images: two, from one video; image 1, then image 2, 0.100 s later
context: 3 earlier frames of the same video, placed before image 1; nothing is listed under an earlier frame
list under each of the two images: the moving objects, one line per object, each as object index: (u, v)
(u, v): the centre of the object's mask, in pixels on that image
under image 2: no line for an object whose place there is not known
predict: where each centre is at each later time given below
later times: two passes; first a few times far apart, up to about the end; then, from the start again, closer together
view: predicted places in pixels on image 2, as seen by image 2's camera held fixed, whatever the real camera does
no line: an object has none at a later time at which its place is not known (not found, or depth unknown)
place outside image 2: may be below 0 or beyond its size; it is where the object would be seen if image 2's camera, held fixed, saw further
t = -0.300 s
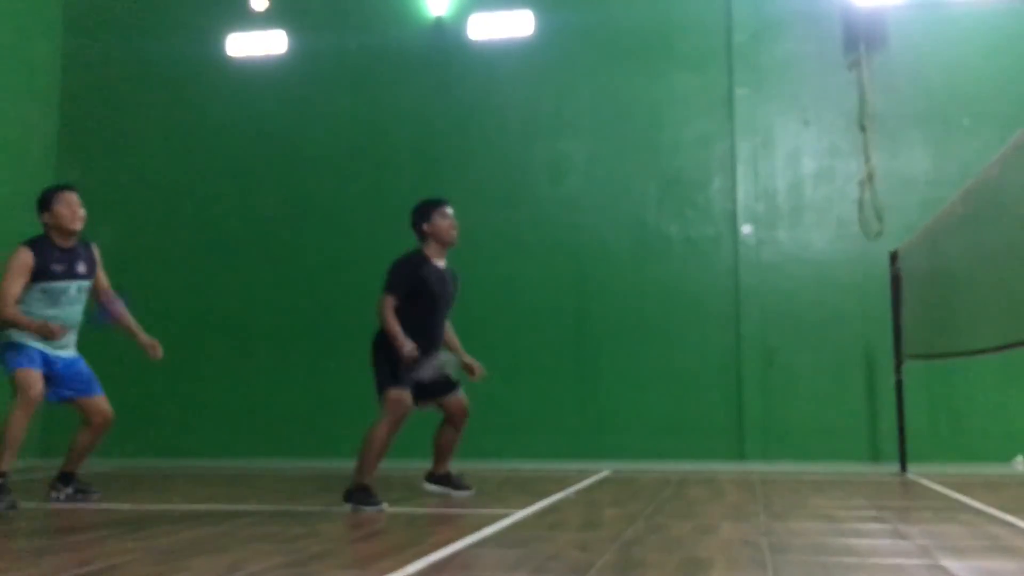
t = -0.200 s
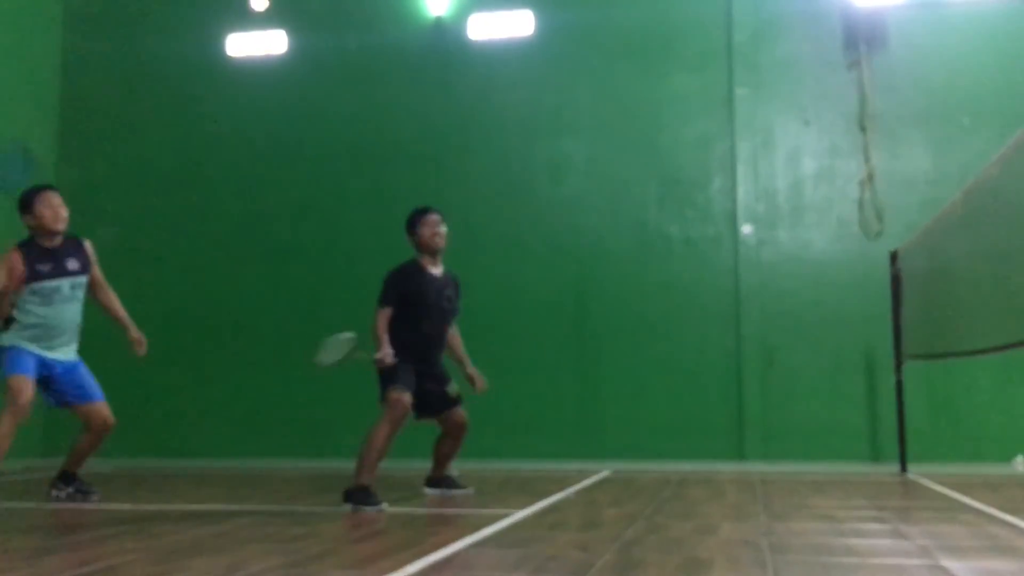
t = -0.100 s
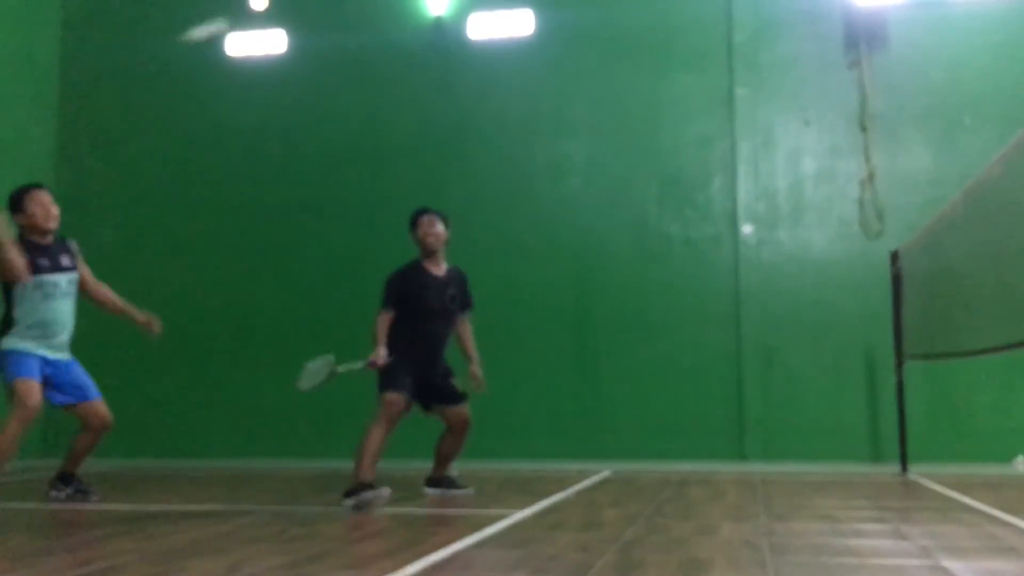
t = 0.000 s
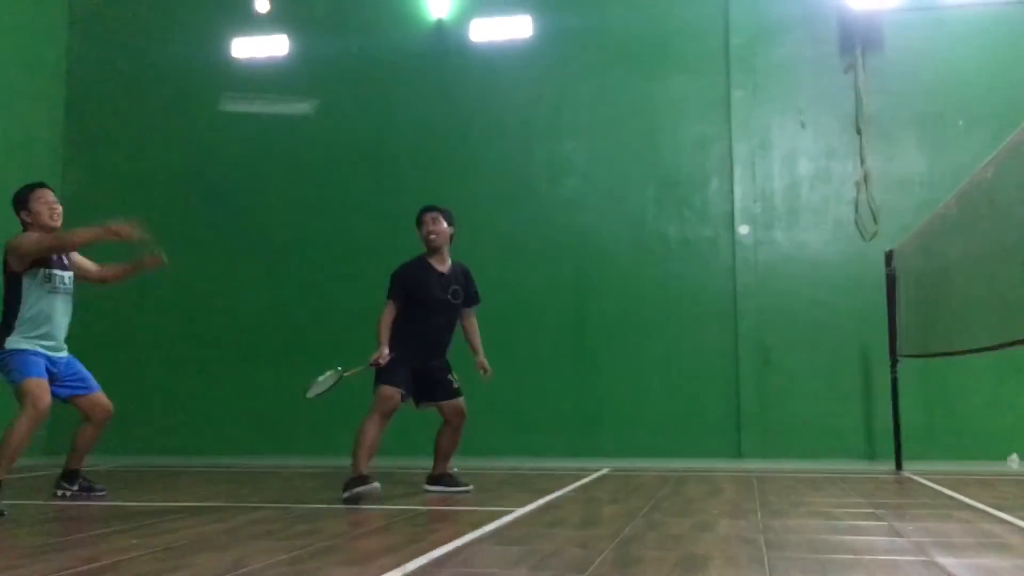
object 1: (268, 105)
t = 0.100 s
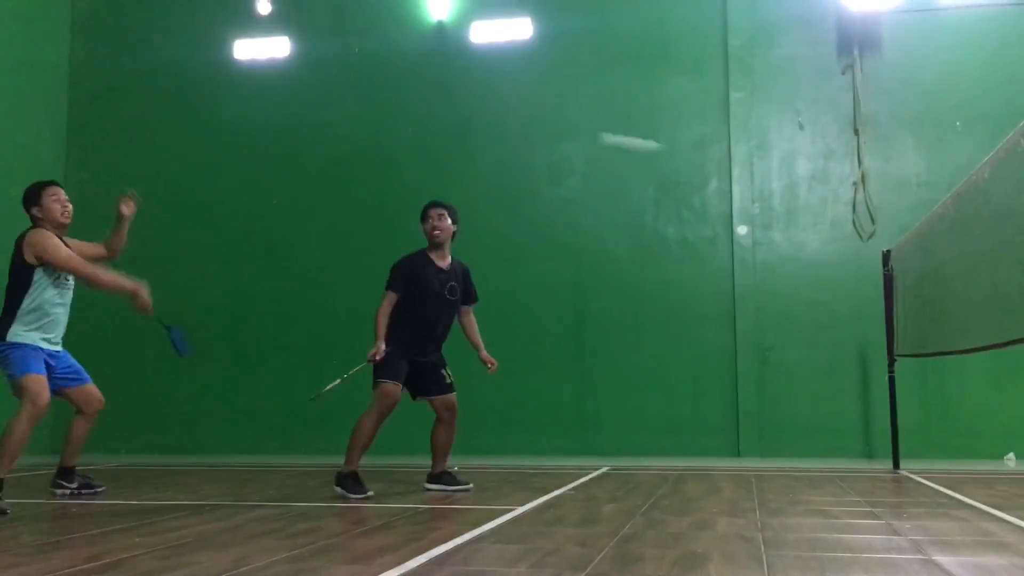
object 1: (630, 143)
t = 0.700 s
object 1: (918, 478)
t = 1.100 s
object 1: (941, 474)
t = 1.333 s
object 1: (962, 483)
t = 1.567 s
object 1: (978, 483)
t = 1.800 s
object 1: (981, 483)
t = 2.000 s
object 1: (980, 483)
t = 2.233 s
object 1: (980, 483)
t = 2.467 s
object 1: (980, 483)
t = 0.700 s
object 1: (918, 478)
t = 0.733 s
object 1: (921, 467)
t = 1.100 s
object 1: (941, 474)
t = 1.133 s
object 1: (945, 480)
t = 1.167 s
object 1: (950, 480)
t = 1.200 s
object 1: (953, 482)
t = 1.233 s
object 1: (954, 483)
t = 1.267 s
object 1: (956, 483)
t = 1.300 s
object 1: (959, 484)
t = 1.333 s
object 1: (962, 483)
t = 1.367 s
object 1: (965, 484)
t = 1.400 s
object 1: (969, 483)
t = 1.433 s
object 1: (971, 483)
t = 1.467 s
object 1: (973, 483)
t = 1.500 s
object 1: (975, 483)
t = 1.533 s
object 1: (976, 483)
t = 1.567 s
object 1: (978, 483)
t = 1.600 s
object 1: (979, 483)
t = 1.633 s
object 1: (980, 483)
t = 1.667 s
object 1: (981, 483)
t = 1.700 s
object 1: (981, 483)
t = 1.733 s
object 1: (981, 483)
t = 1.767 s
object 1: (981, 483)
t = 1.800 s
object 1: (981, 483)
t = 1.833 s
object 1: (981, 483)
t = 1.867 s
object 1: (981, 483)
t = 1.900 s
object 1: (981, 483)
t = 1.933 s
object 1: (981, 483)
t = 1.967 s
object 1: (981, 483)
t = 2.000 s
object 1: (980, 483)
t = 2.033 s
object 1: (980, 483)
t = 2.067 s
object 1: (981, 483)
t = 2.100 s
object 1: (981, 483)
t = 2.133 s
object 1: (980, 483)
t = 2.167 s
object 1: (980, 483)
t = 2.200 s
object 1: (980, 483)
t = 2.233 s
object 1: (980, 483)
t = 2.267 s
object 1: (980, 483)
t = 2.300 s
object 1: (980, 483)
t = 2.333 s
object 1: (980, 483)
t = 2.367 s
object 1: (981, 484)
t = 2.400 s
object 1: (981, 483)
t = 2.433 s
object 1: (980, 484)
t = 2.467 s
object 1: (980, 483)
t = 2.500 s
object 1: (980, 483)
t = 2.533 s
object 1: (981, 483)
